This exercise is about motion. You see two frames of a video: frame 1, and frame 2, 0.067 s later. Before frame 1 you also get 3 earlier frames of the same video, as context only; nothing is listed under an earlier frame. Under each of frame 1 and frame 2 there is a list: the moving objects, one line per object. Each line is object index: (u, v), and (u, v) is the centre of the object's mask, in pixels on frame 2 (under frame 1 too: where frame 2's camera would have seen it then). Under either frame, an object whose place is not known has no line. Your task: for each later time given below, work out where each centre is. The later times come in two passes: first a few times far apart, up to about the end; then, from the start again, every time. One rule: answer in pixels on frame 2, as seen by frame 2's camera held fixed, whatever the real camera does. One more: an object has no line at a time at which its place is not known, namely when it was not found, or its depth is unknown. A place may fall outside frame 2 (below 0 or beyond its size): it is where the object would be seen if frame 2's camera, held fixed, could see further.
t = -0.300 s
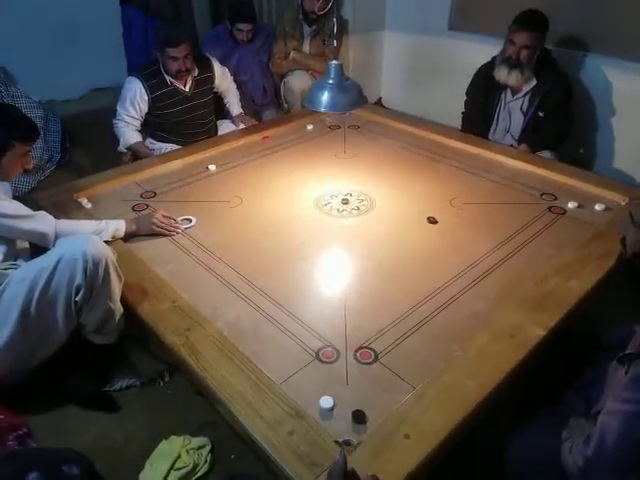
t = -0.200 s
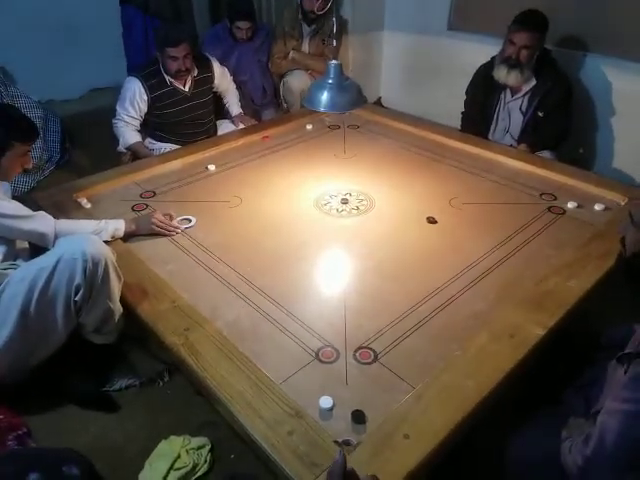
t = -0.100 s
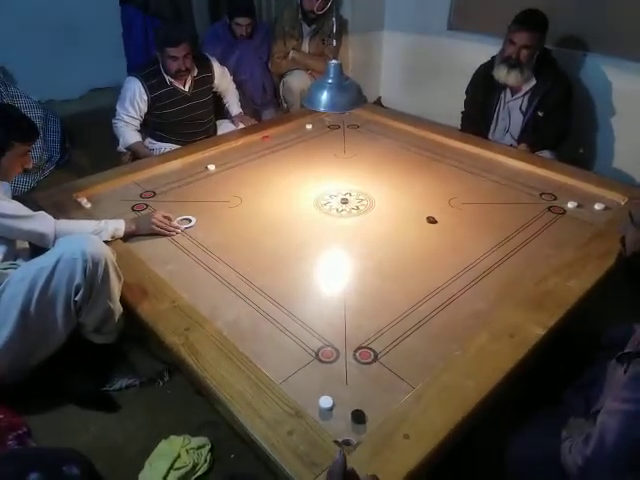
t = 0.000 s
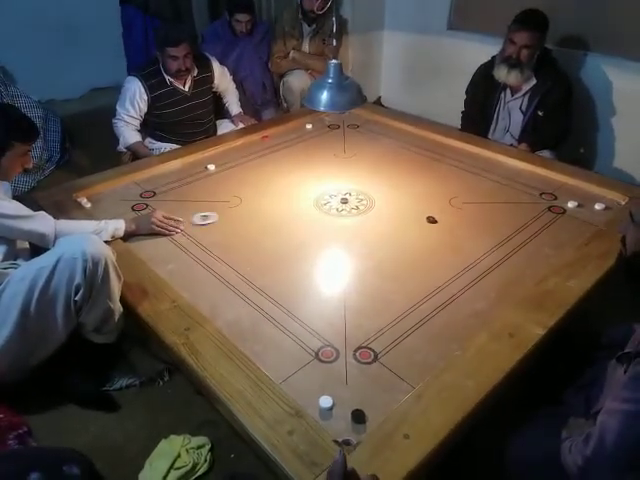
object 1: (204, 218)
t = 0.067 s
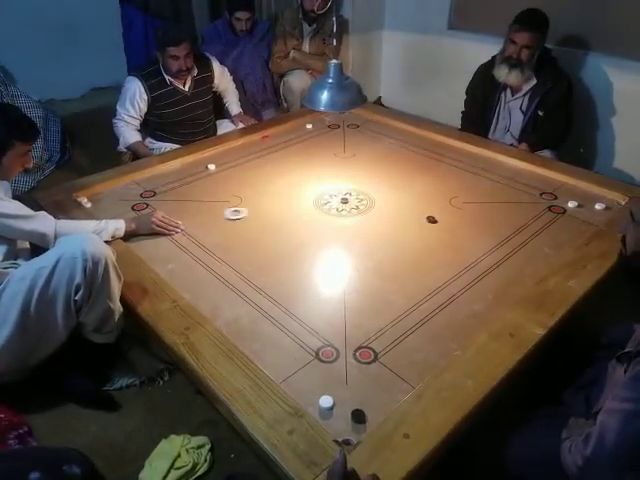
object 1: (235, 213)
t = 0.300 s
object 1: (327, 200)
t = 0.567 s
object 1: (376, 183)
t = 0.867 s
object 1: (408, 174)
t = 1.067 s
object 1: (418, 171)
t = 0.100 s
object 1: (250, 211)
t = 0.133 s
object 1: (265, 209)
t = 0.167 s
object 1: (277, 207)
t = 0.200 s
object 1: (290, 205)
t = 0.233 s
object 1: (303, 202)
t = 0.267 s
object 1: (316, 202)
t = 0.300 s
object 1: (327, 200)
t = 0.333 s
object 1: (335, 197)
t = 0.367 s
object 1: (341, 196)
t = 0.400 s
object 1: (343, 196)
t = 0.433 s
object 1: (355, 192)
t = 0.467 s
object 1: (360, 189)
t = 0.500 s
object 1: (367, 187)
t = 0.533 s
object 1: (372, 185)
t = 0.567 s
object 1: (376, 183)
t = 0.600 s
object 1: (381, 182)
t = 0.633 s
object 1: (385, 181)
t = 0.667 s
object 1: (389, 180)
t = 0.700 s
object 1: (392, 178)
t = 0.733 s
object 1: (396, 177)
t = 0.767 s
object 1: (400, 176)
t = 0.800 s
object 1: (403, 175)
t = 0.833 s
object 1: (405, 175)
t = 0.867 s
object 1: (408, 174)
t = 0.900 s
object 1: (410, 173)
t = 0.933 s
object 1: (411, 172)
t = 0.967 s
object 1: (414, 172)
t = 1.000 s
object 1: (415, 171)
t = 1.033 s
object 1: (416, 171)
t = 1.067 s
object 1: (418, 171)
